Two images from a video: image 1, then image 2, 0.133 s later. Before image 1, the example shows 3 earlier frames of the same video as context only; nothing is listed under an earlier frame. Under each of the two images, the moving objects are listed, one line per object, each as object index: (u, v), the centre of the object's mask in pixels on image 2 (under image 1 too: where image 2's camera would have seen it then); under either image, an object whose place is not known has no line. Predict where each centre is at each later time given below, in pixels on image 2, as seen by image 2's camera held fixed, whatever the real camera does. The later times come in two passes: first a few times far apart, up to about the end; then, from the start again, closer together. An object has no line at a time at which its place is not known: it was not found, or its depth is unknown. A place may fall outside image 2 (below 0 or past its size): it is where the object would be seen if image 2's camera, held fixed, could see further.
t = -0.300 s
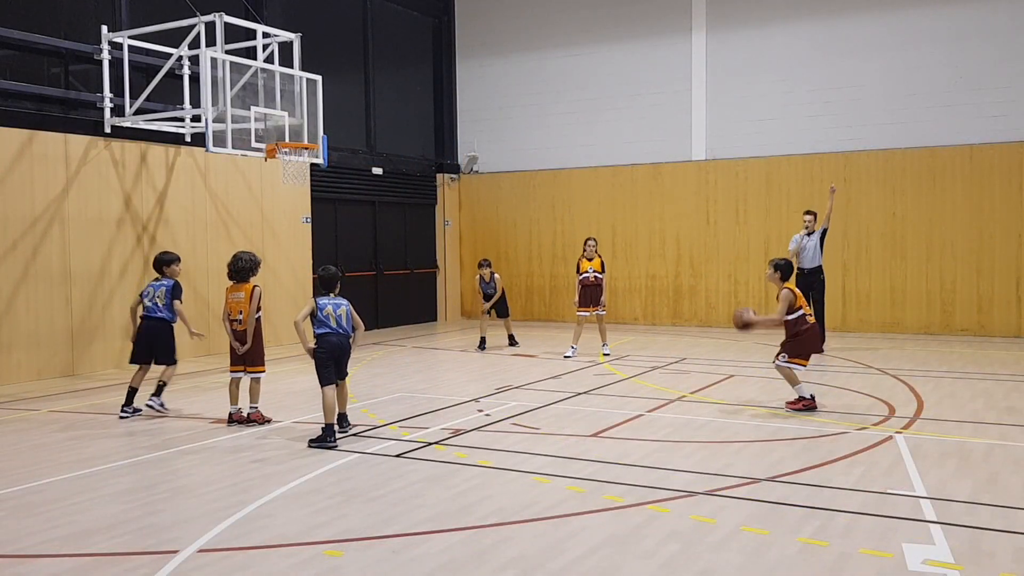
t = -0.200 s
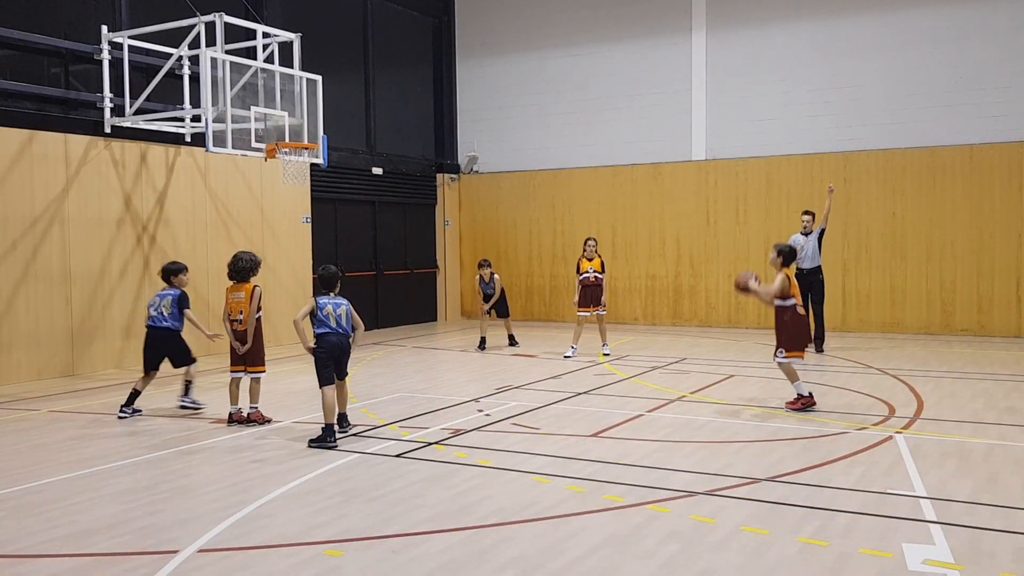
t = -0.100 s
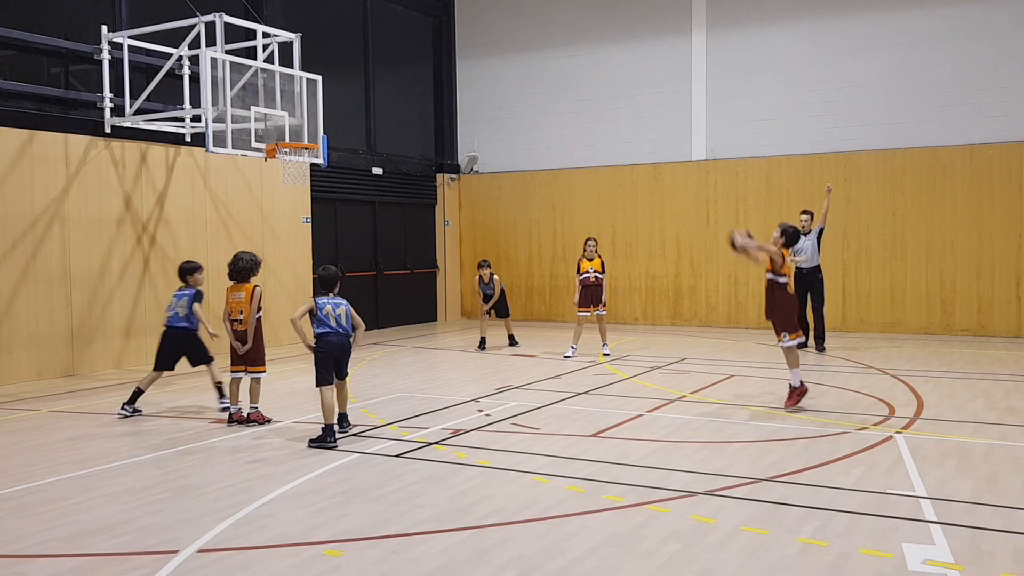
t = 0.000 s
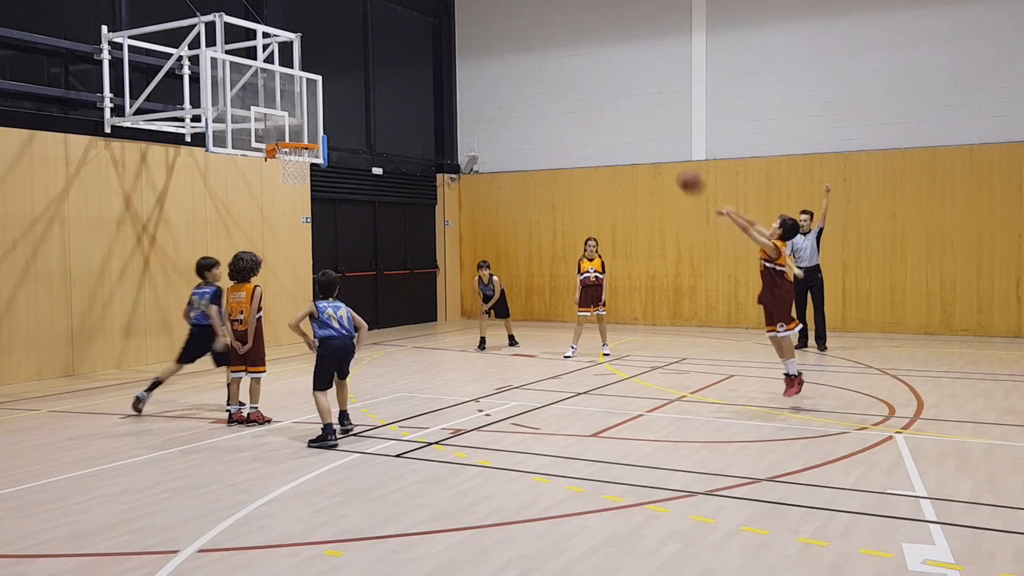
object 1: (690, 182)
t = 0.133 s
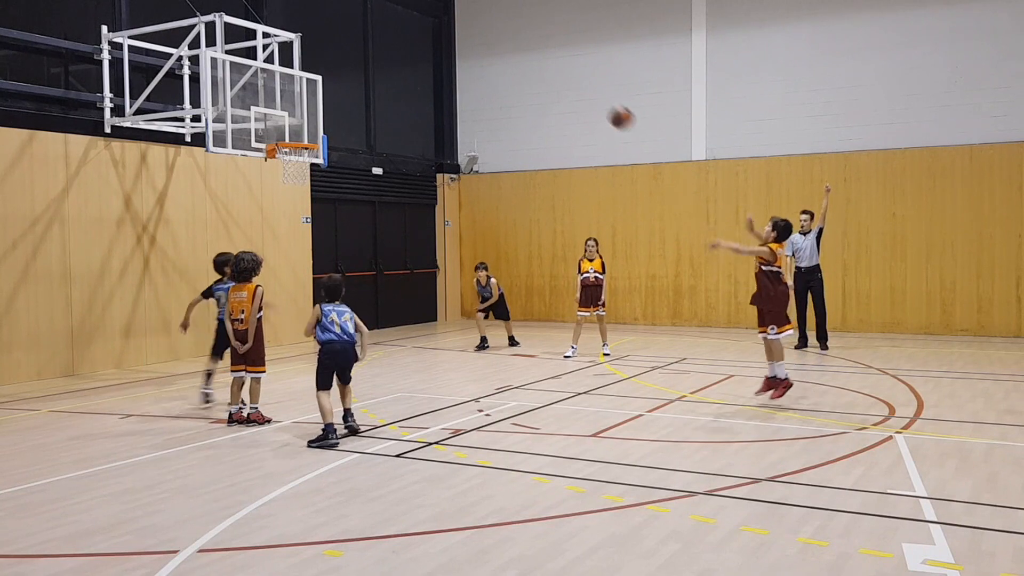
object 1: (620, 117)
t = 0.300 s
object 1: (540, 67)
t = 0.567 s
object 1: (428, 51)
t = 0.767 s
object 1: (353, 82)
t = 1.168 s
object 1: (308, 197)
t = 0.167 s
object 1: (603, 104)
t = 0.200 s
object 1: (587, 94)
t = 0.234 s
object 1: (572, 84)
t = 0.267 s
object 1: (556, 75)
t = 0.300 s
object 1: (540, 67)
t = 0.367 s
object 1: (511, 56)
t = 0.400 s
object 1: (495, 52)
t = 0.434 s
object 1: (482, 50)
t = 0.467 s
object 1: (468, 48)
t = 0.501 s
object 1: (453, 48)
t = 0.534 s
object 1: (442, 49)
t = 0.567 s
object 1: (428, 51)
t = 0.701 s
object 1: (377, 68)
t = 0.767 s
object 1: (353, 82)
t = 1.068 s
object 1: (295, 176)
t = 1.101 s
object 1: (299, 180)
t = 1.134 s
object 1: (304, 189)
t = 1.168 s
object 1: (308, 197)
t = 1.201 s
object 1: (314, 207)
